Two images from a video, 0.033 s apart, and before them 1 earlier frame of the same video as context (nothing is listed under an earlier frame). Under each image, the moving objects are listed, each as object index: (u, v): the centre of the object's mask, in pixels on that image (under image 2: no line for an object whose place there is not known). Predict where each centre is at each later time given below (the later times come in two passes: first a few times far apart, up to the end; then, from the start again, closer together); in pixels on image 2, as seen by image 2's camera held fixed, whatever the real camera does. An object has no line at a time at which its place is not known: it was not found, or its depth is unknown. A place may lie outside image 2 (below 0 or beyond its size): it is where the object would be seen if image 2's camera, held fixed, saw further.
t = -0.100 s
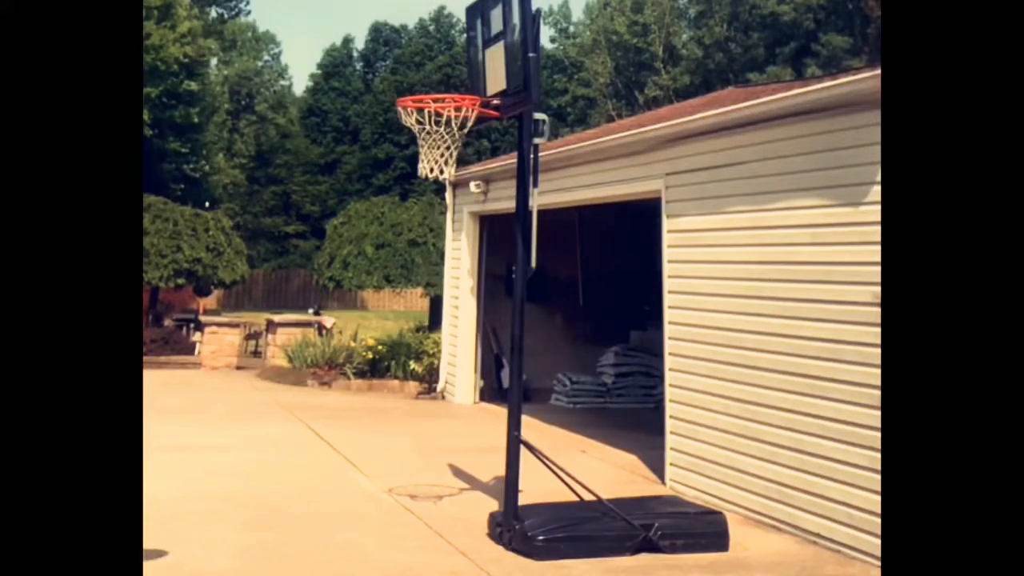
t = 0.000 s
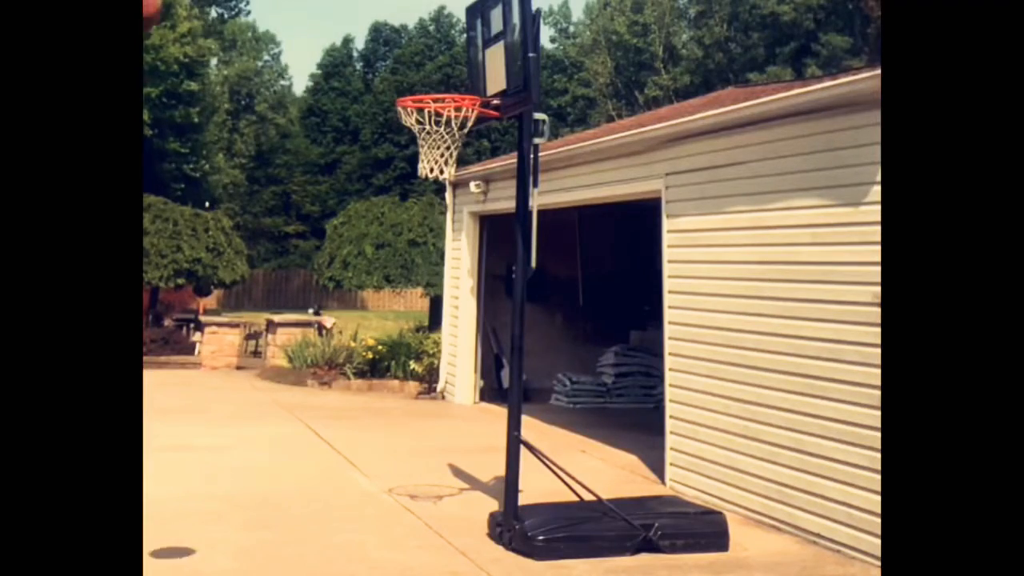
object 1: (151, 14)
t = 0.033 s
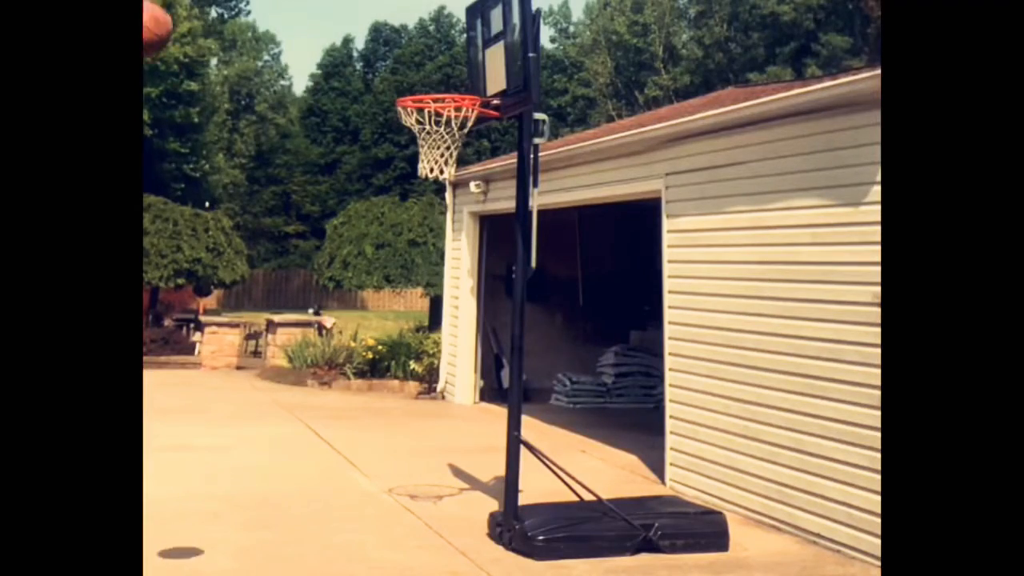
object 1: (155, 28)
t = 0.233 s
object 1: (204, 210)
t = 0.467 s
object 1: (261, 528)
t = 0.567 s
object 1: (278, 502)
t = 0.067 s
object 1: (161, 54)
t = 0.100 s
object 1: (167, 81)
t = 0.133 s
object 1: (175, 110)
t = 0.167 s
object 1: (184, 140)
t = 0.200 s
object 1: (194, 175)
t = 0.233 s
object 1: (204, 210)
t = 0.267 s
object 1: (213, 248)
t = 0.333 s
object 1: (229, 332)
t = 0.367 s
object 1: (238, 378)
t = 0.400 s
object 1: (245, 426)
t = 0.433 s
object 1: (254, 476)
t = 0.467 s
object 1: (261, 528)
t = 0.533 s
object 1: (273, 544)
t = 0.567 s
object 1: (278, 502)
